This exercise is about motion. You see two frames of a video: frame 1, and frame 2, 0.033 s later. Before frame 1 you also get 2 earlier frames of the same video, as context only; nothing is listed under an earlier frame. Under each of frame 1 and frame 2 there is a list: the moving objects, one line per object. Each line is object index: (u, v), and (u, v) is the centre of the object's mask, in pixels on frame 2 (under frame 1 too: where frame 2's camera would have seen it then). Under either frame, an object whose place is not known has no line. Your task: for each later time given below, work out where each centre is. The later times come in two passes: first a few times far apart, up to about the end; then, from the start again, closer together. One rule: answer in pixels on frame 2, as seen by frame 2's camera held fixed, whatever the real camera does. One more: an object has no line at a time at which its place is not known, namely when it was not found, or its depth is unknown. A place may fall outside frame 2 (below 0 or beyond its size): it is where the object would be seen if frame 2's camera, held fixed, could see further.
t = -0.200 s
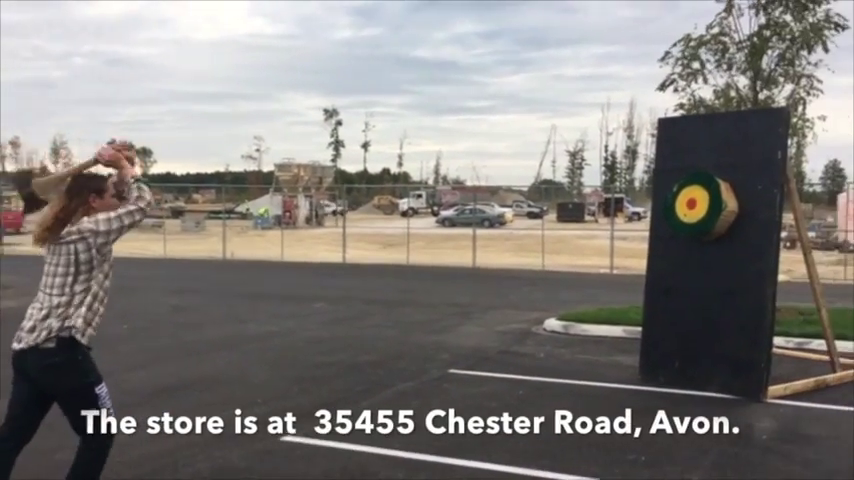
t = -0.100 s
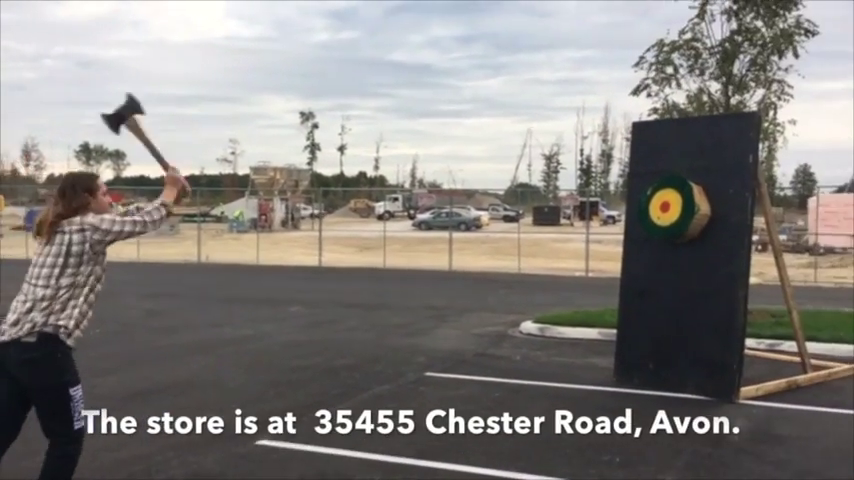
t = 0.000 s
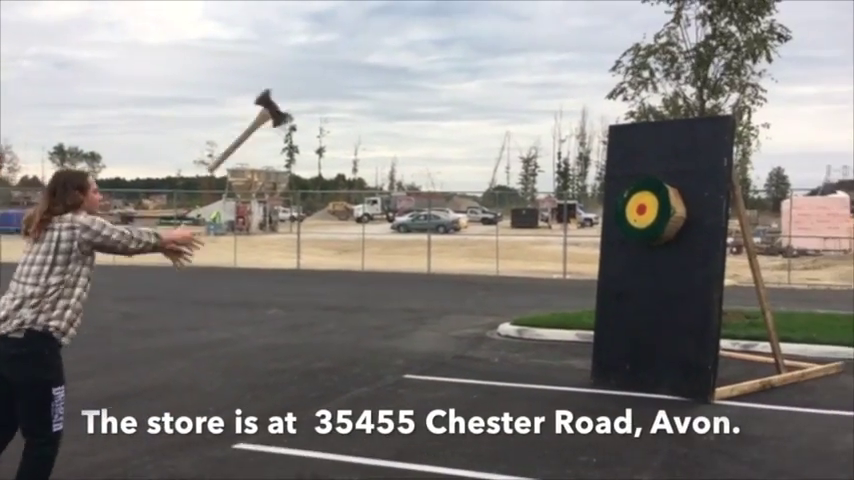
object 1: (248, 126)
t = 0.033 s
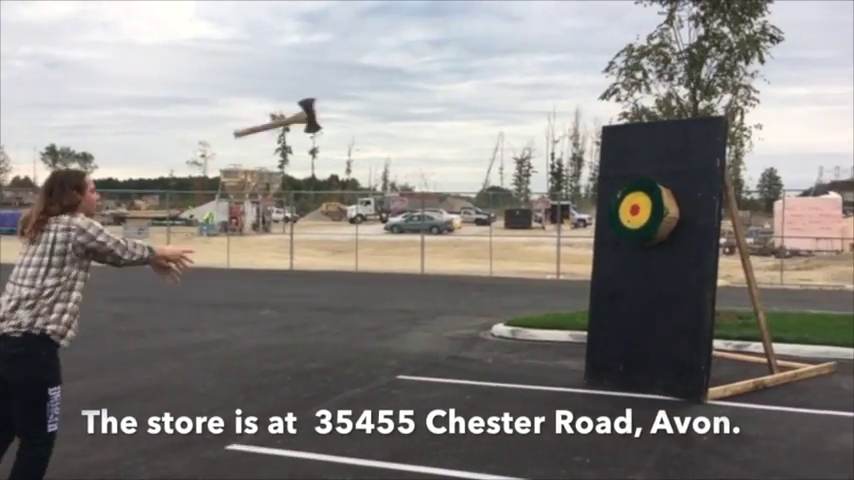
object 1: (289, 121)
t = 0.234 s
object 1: (509, 149)
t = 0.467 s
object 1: (621, 230)
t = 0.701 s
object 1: (620, 232)
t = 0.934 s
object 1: (618, 241)
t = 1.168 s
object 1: (619, 240)
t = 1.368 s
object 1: (618, 243)
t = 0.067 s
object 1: (329, 116)
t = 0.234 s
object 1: (509, 149)
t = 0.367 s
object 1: (598, 217)
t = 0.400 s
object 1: (613, 229)
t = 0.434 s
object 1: (620, 233)
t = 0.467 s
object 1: (621, 230)
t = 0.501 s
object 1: (620, 233)
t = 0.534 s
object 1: (620, 233)
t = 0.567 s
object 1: (620, 233)
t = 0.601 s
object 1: (620, 232)
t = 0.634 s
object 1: (620, 233)
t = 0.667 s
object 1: (620, 232)
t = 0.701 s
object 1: (620, 232)
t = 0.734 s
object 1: (620, 232)
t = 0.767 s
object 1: (620, 232)
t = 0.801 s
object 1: (621, 231)
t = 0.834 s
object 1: (618, 241)
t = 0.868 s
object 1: (618, 241)
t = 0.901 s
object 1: (618, 240)
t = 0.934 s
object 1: (618, 241)
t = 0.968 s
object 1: (618, 241)
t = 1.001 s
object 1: (618, 241)
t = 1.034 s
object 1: (619, 239)
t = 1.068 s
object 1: (618, 240)
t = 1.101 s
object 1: (619, 240)
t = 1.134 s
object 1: (619, 240)
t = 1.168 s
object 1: (619, 240)
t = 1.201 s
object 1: (619, 239)
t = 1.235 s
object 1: (619, 237)
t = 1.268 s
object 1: (618, 244)
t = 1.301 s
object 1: (618, 244)
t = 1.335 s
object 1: (619, 238)
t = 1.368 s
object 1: (618, 243)
